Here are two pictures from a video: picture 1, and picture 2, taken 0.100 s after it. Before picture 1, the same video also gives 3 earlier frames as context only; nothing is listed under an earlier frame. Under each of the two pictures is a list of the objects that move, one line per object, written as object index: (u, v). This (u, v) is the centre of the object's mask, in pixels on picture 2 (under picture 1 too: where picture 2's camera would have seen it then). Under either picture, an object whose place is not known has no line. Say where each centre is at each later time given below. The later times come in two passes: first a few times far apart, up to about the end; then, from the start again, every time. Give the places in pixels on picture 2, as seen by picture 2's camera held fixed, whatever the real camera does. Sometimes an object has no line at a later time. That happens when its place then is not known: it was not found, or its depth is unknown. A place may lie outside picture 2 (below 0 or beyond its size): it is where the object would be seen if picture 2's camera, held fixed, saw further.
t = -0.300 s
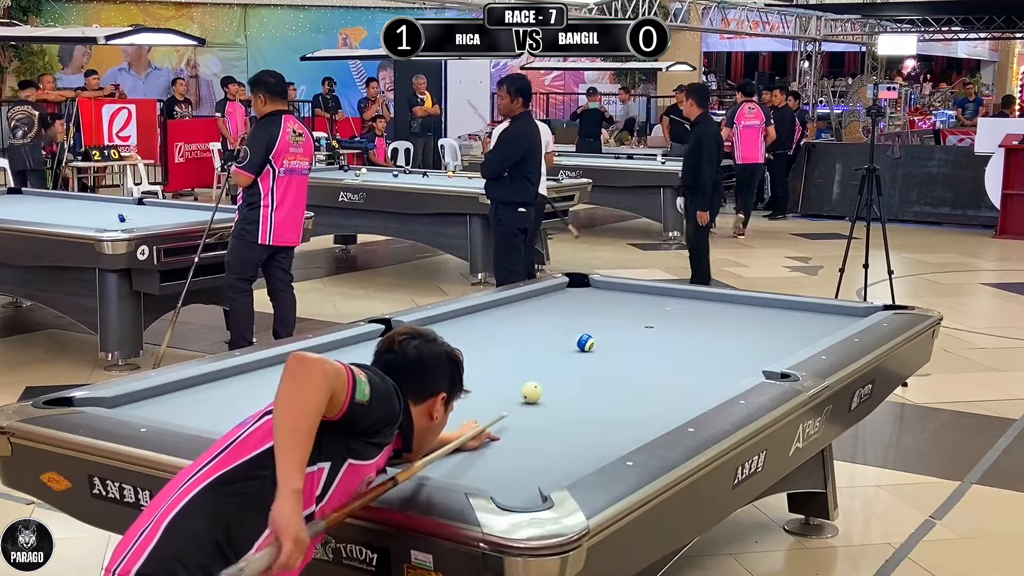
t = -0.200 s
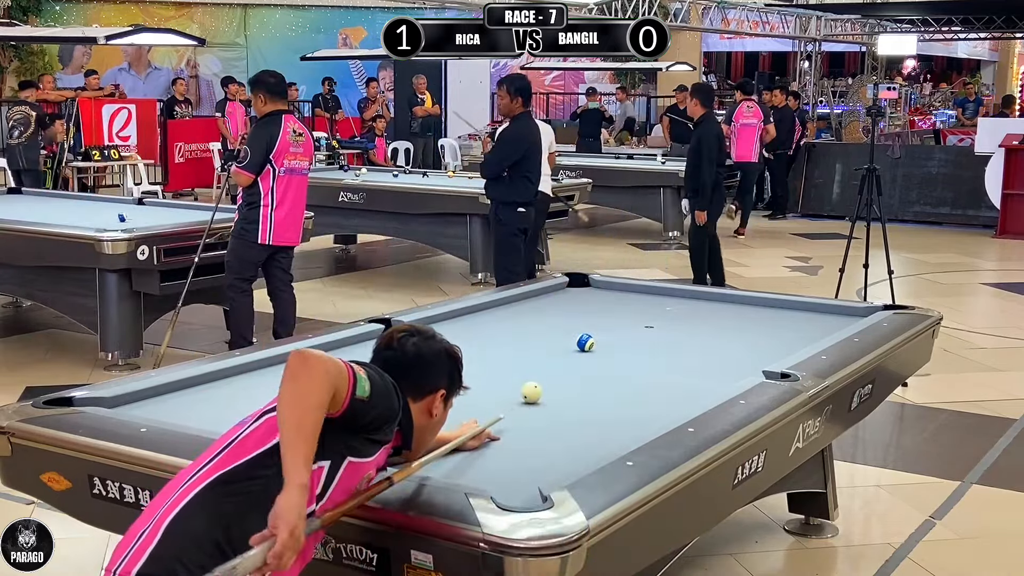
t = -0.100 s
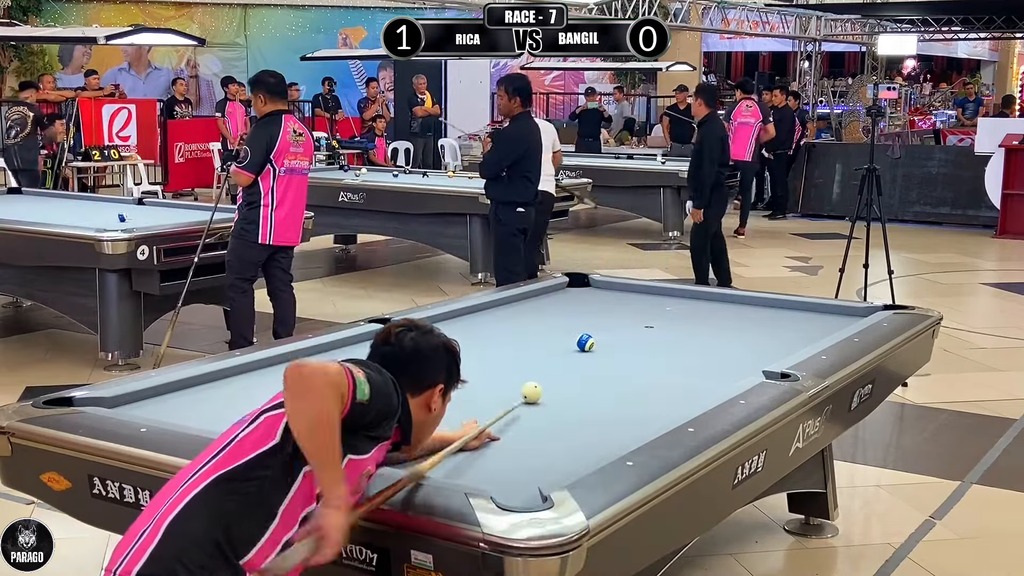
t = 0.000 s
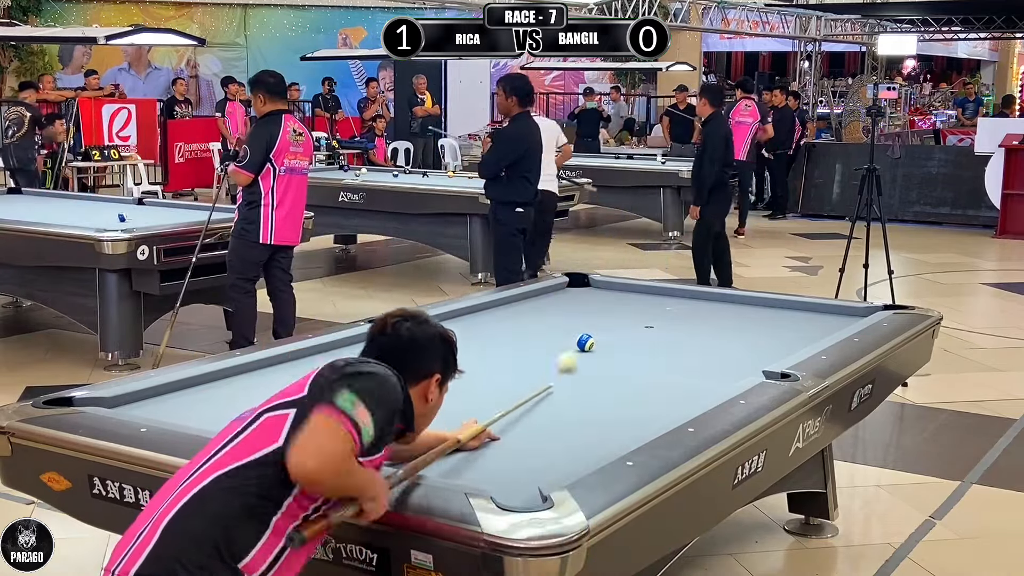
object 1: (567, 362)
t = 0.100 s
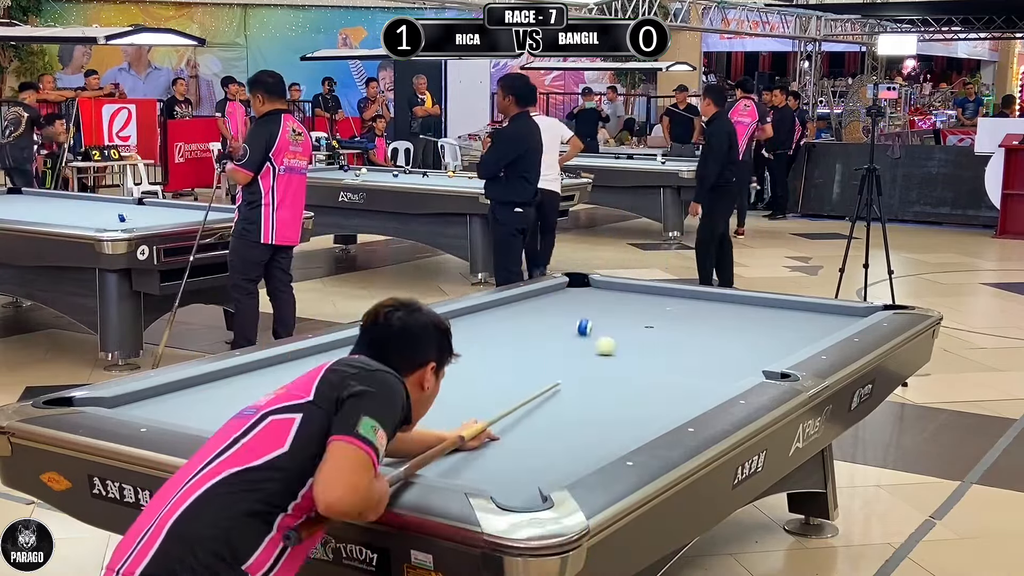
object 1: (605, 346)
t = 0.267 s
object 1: (654, 347)
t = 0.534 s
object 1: (724, 348)
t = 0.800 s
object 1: (790, 347)
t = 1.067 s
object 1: (784, 344)
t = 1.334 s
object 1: (763, 340)
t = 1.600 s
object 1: (745, 336)
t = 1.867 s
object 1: (728, 332)
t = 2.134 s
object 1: (713, 330)
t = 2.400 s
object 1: (700, 327)
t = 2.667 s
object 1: (688, 324)
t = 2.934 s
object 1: (678, 323)
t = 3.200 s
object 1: (669, 321)
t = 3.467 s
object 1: (662, 320)
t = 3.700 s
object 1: (657, 318)
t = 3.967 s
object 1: (652, 318)
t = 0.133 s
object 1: (616, 346)
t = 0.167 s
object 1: (627, 346)
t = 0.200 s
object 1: (636, 346)
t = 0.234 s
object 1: (645, 347)
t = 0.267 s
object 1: (654, 347)
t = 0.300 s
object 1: (663, 347)
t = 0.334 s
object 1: (672, 347)
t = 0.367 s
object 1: (680, 347)
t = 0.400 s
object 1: (689, 347)
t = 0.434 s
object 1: (698, 348)
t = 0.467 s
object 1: (706, 348)
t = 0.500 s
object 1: (715, 348)
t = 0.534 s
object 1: (724, 348)
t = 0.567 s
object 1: (732, 348)
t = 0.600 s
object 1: (741, 348)
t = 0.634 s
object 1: (749, 348)
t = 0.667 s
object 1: (758, 348)
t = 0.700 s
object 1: (766, 348)
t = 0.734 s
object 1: (775, 348)
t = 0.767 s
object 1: (783, 348)
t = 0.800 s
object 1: (790, 347)
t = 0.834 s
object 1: (799, 346)
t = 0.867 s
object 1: (801, 345)
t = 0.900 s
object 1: (797, 345)
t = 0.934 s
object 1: (794, 345)
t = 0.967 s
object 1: (791, 346)
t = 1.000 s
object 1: (789, 345)
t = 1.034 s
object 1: (786, 345)
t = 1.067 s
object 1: (784, 344)
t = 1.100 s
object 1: (781, 344)
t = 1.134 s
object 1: (778, 343)
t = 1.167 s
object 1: (776, 343)
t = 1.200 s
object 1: (773, 342)
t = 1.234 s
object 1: (770, 341)
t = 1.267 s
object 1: (768, 341)
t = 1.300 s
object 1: (765, 340)
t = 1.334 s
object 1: (763, 340)
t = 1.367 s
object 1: (760, 339)
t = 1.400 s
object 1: (758, 339)
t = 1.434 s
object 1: (756, 338)
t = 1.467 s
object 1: (754, 338)
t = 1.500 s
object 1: (751, 338)
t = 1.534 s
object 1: (749, 337)
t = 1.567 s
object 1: (747, 336)
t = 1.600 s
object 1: (745, 336)
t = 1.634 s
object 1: (743, 335)
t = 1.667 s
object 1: (740, 335)
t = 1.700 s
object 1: (738, 334)
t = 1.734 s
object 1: (737, 334)
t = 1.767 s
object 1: (734, 334)
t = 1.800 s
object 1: (732, 333)
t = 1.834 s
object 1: (730, 333)
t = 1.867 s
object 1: (728, 332)
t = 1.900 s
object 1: (726, 332)
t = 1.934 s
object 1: (724, 332)
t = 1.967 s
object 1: (722, 331)
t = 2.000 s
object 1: (720, 331)
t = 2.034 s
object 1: (718, 331)
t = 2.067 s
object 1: (716, 330)
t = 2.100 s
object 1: (715, 330)
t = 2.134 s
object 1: (713, 330)
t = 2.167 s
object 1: (712, 329)
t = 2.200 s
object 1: (710, 329)
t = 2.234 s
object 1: (708, 329)
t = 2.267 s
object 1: (706, 328)
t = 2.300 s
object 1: (705, 328)
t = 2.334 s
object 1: (704, 327)
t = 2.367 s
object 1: (702, 327)
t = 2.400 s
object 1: (700, 327)
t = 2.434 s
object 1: (699, 327)
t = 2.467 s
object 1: (697, 326)
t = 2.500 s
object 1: (695, 326)
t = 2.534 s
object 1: (694, 326)
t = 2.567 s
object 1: (692, 325)
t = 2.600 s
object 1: (691, 325)
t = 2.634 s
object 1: (690, 325)
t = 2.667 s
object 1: (688, 324)
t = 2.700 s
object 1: (687, 324)
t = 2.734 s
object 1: (685, 324)
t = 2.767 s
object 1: (684, 324)
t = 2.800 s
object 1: (683, 324)
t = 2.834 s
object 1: (681, 323)
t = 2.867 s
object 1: (680, 323)
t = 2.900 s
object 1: (679, 323)
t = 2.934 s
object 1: (678, 323)
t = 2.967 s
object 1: (677, 322)
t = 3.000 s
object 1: (675, 322)
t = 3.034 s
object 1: (674, 322)
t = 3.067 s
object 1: (673, 322)
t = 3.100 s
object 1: (672, 321)
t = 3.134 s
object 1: (671, 321)
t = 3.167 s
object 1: (670, 321)
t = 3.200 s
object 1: (669, 321)
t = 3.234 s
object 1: (668, 321)
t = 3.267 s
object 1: (667, 320)
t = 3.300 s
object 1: (666, 320)
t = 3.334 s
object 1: (666, 320)
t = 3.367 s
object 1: (665, 320)
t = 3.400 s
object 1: (664, 320)
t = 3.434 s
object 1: (663, 320)
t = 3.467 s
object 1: (662, 320)
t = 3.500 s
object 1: (662, 319)
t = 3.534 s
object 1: (661, 319)
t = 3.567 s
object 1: (660, 319)
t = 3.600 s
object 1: (659, 319)
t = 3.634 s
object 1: (658, 319)
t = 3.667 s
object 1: (657, 319)
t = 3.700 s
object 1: (657, 318)
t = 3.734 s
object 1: (656, 318)
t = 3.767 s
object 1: (656, 318)
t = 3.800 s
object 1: (655, 318)
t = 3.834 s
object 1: (654, 318)
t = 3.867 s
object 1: (654, 318)
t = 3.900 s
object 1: (653, 318)
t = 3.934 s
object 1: (652, 318)
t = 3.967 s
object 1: (652, 318)
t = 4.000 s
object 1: (651, 318)
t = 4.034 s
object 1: (651, 318)
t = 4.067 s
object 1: (651, 317)
